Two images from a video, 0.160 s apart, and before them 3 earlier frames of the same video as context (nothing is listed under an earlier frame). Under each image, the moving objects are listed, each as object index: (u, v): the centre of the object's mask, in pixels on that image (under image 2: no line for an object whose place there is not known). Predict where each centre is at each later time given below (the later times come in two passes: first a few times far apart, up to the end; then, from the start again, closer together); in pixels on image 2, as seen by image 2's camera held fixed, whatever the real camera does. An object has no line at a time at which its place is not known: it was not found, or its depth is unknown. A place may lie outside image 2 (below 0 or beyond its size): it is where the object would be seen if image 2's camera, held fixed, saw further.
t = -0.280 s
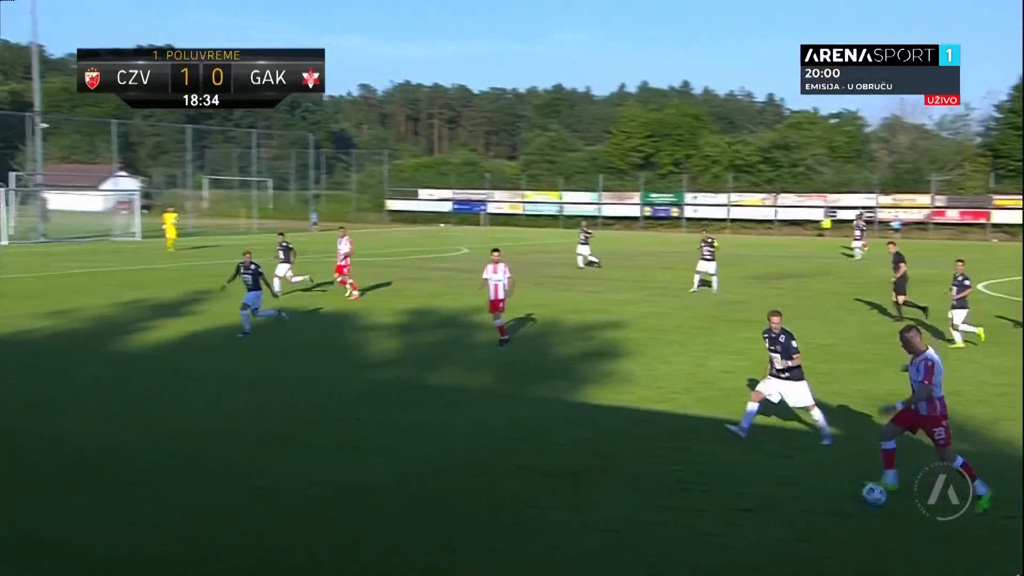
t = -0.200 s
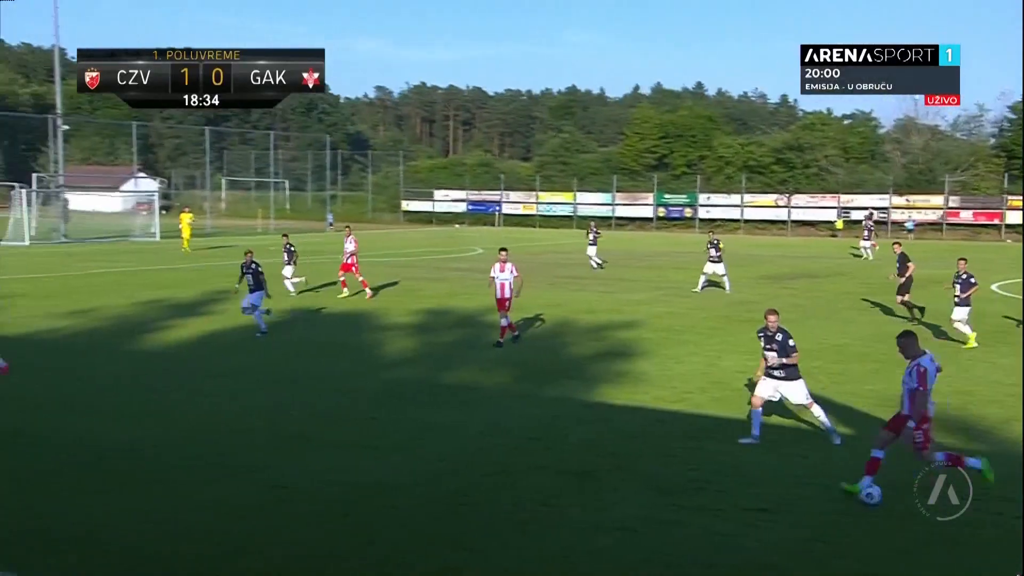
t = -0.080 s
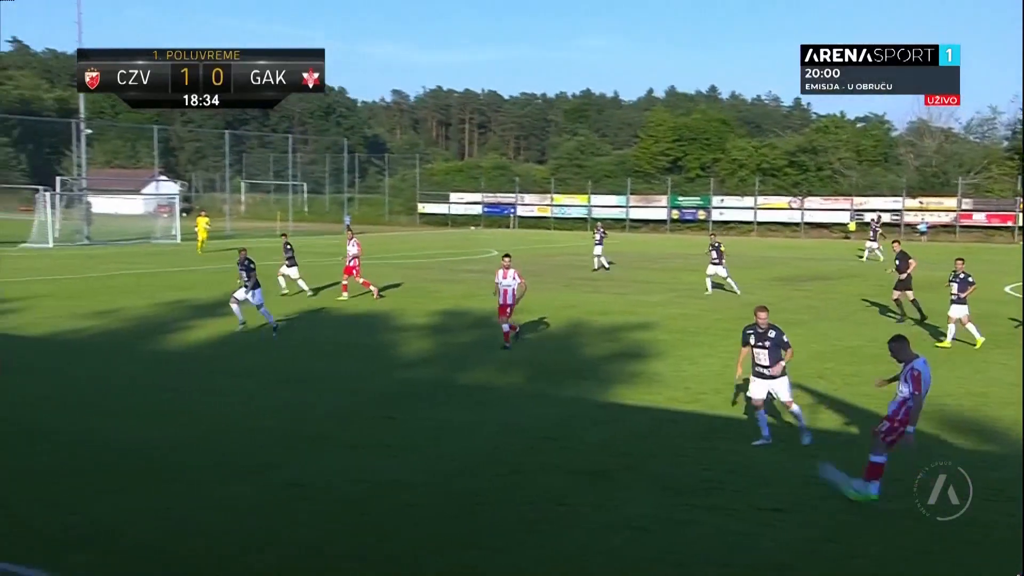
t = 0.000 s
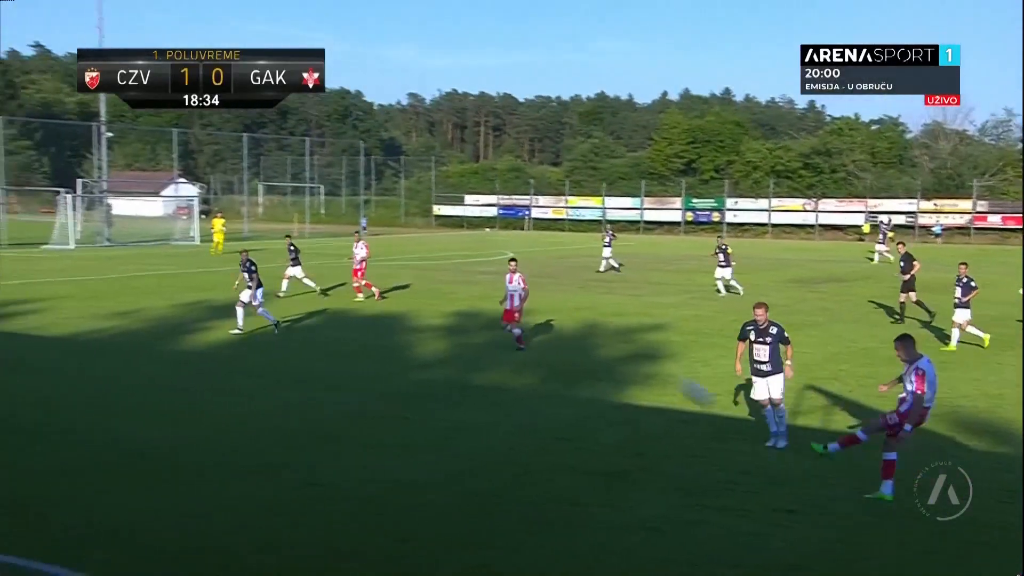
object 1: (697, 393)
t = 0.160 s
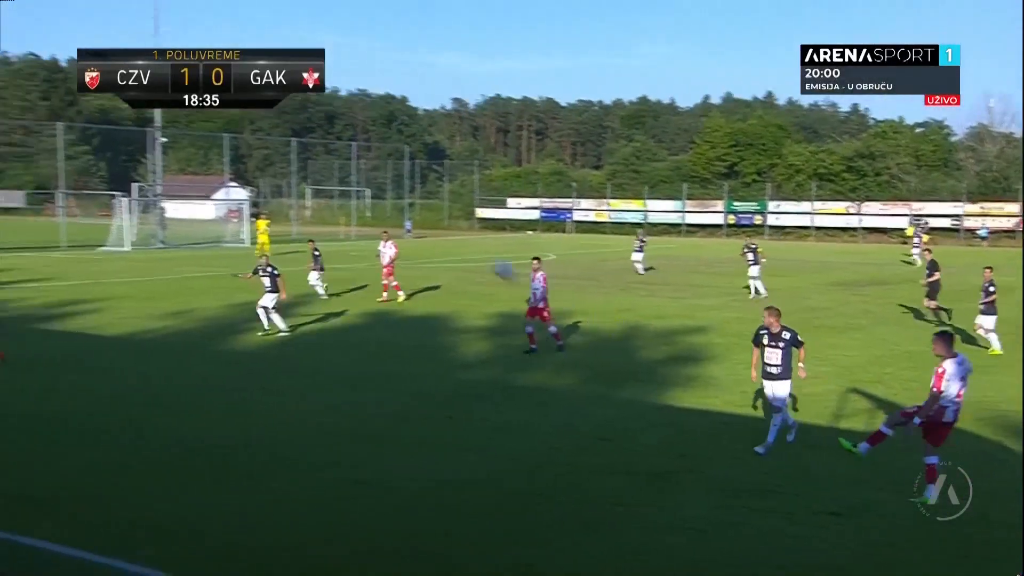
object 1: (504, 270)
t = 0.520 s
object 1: (172, 137)
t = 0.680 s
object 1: (85, 118)
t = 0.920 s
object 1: (-9, 120)
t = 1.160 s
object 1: (-73, 145)
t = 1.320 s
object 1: (-111, 171)
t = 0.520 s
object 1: (172, 137)
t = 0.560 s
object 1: (148, 131)
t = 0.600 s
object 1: (126, 126)
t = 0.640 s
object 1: (105, 122)
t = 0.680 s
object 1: (85, 118)
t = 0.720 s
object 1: (67, 117)
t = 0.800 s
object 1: (33, 116)
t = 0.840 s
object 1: (18, 116)
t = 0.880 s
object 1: (4, 118)
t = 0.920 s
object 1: (-9, 120)
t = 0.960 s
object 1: (-22, 123)
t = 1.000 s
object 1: (-33, 127)
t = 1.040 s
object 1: (-44, 131)
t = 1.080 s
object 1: (-54, 135)
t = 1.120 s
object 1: (-64, 140)
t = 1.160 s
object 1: (-73, 145)
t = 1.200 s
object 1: (-77, 152)
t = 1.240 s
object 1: (-88, 158)
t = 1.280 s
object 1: (-99, 164)
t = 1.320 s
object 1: (-111, 171)
